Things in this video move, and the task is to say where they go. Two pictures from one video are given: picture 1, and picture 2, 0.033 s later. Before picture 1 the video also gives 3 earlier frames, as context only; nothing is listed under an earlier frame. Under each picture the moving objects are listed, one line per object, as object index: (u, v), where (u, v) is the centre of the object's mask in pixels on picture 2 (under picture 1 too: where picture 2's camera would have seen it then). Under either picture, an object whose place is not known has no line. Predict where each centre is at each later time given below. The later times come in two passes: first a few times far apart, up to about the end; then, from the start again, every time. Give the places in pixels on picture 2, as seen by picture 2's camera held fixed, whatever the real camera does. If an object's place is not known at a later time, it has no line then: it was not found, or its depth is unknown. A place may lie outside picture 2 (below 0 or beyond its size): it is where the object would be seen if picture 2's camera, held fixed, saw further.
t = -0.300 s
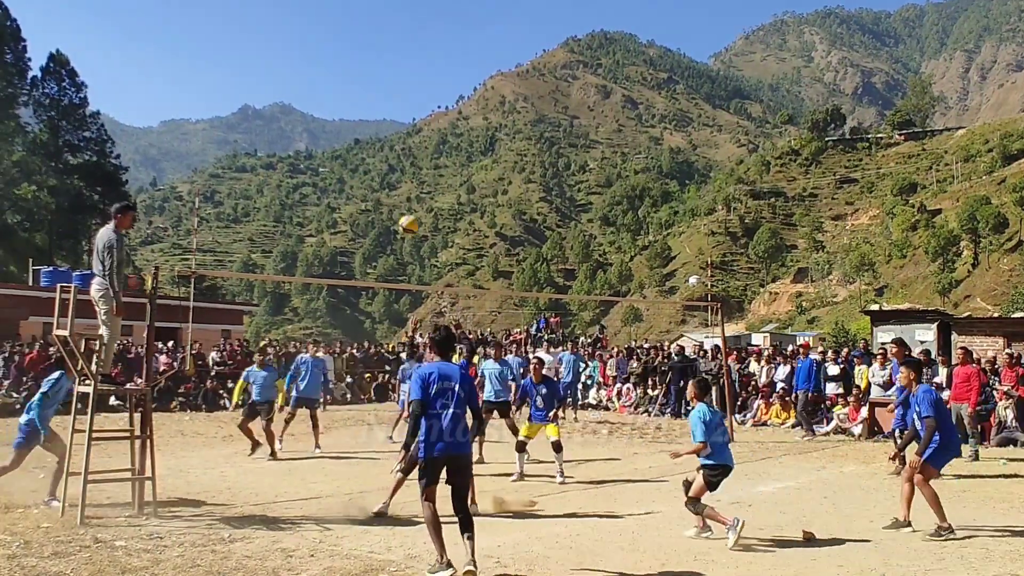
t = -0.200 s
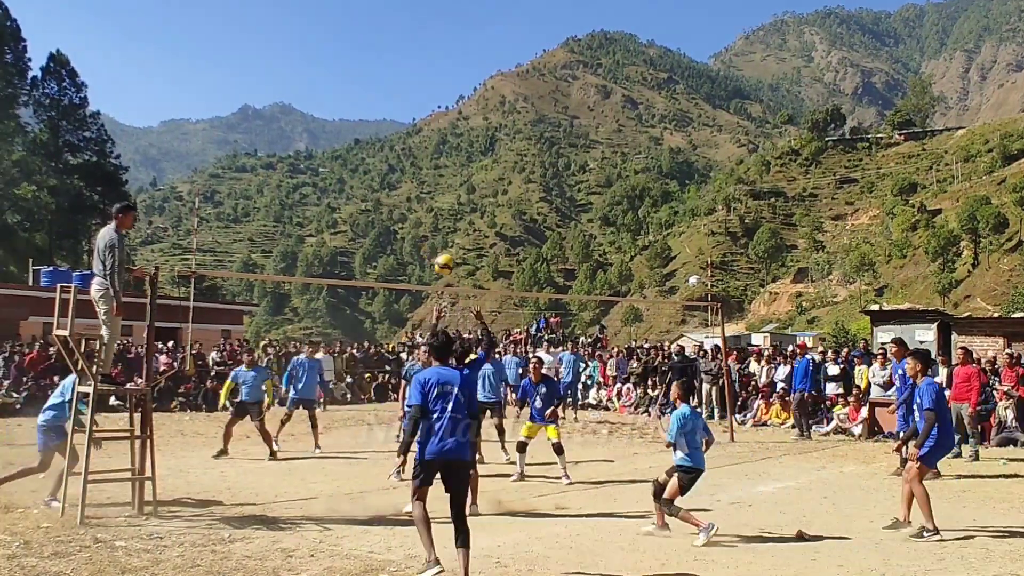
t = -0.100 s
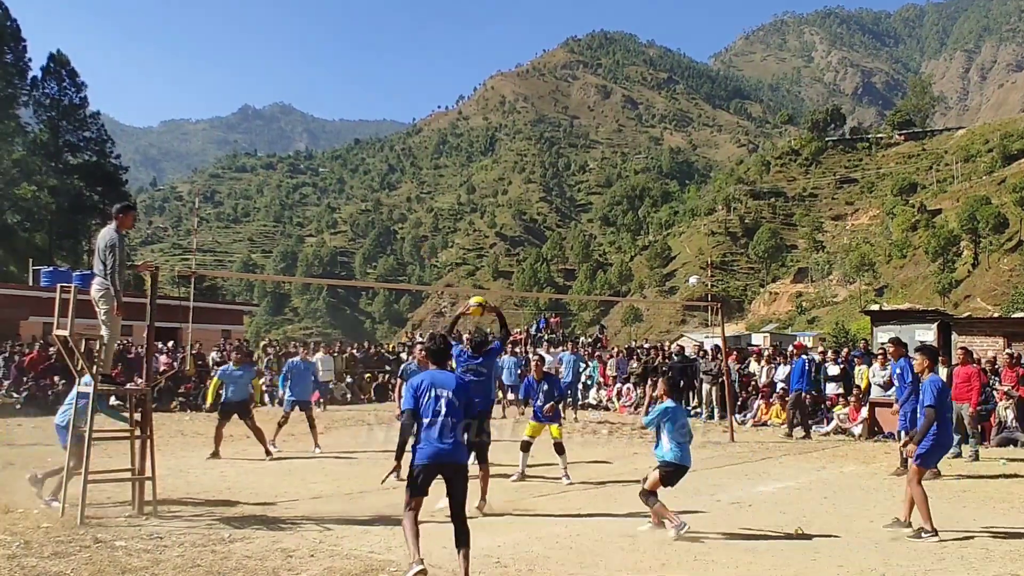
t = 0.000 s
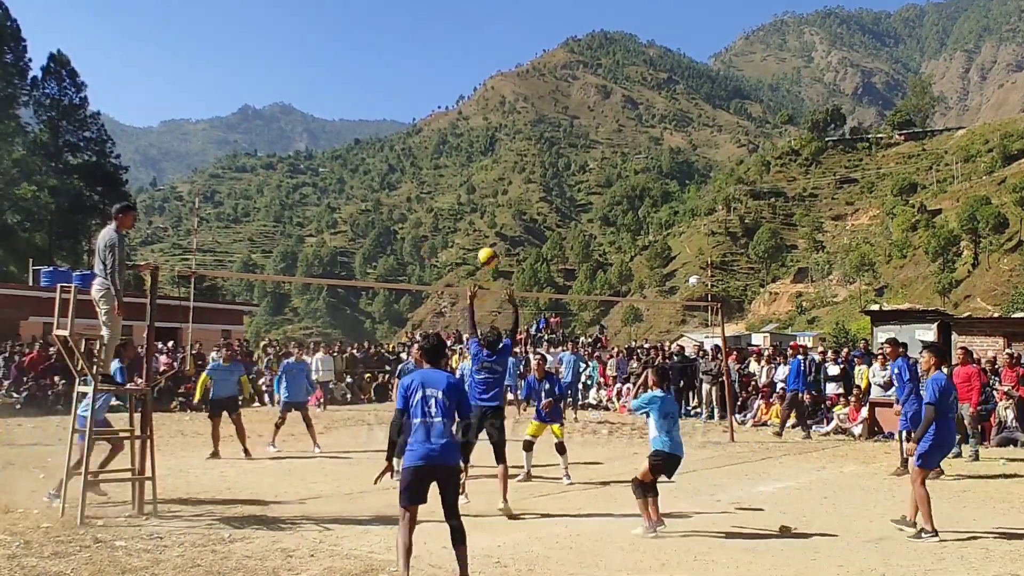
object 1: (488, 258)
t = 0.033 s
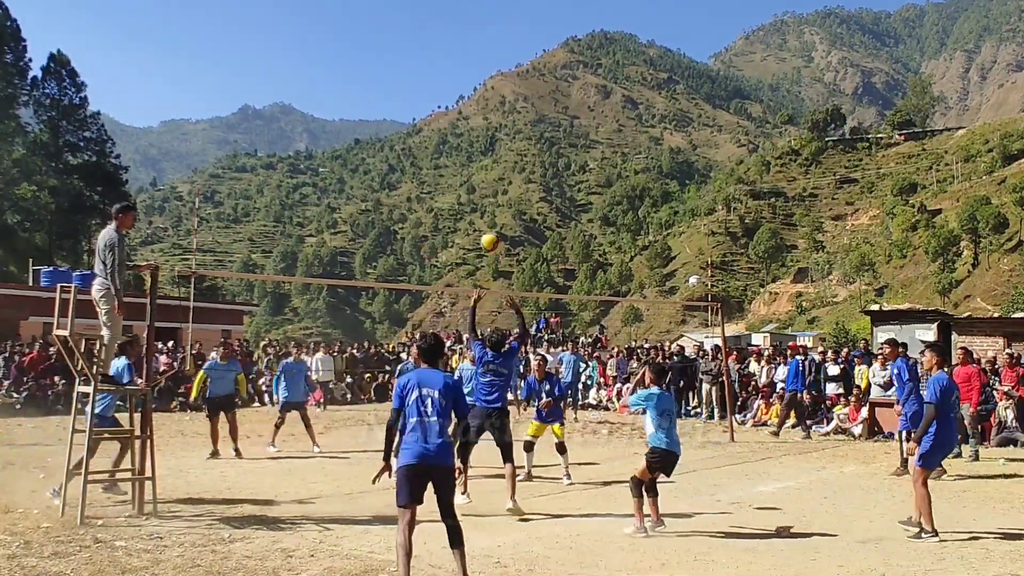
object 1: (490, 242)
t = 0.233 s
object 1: (508, 179)
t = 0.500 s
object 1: (531, 155)
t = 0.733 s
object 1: (548, 184)
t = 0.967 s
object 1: (564, 256)
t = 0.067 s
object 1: (494, 229)
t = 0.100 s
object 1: (496, 218)
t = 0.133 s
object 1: (500, 205)
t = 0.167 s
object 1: (502, 196)
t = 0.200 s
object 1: (506, 187)
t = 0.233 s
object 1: (508, 179)
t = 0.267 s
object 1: (511, 173)
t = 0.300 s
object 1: (514, 168)
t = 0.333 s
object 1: (516, 164)
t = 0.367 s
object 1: (519, 162)
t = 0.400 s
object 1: (522, 157)
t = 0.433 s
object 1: (525, 155)
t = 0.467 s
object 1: (528, 155)
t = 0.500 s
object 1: (531, 155)
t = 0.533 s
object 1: (532, 156)
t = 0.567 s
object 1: (536, 159)
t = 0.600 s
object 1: (538, 162)
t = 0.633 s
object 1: (541, 166)
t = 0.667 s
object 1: (544, 170)
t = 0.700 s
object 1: (546, 177)
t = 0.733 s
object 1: (548, 184)
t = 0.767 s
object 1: (551, 192)
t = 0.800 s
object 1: (553, 200)
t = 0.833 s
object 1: (555, 209)
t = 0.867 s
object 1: (558, 219)
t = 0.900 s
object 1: (560, 230)
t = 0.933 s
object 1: (563, 243)
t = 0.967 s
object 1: (564, 256)
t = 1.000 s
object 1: (567, 269)
